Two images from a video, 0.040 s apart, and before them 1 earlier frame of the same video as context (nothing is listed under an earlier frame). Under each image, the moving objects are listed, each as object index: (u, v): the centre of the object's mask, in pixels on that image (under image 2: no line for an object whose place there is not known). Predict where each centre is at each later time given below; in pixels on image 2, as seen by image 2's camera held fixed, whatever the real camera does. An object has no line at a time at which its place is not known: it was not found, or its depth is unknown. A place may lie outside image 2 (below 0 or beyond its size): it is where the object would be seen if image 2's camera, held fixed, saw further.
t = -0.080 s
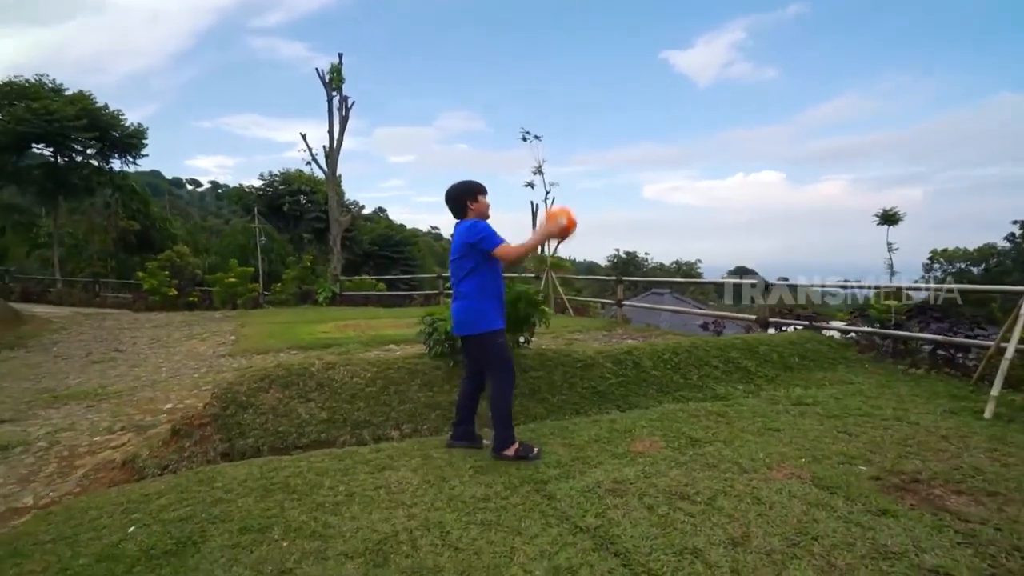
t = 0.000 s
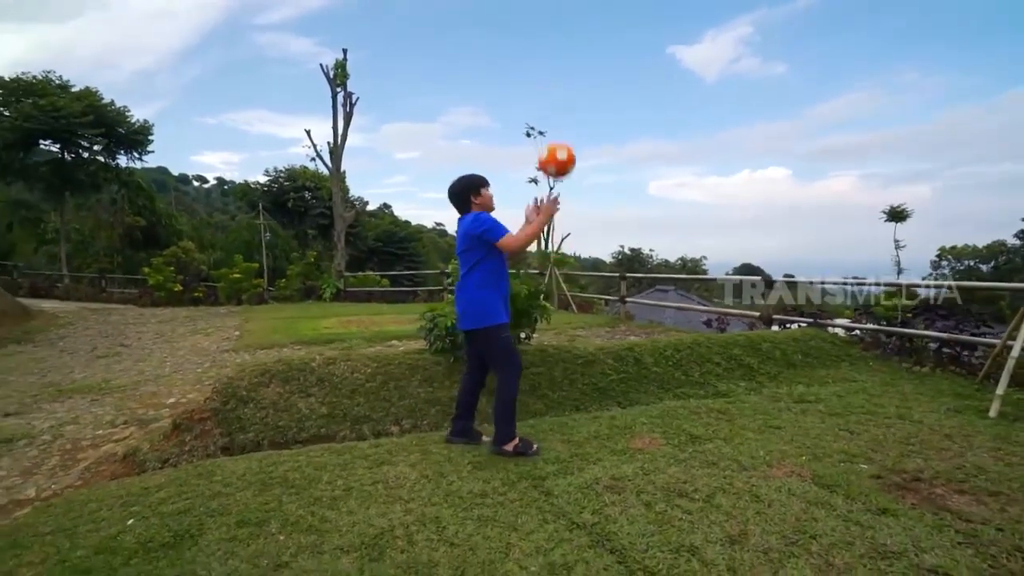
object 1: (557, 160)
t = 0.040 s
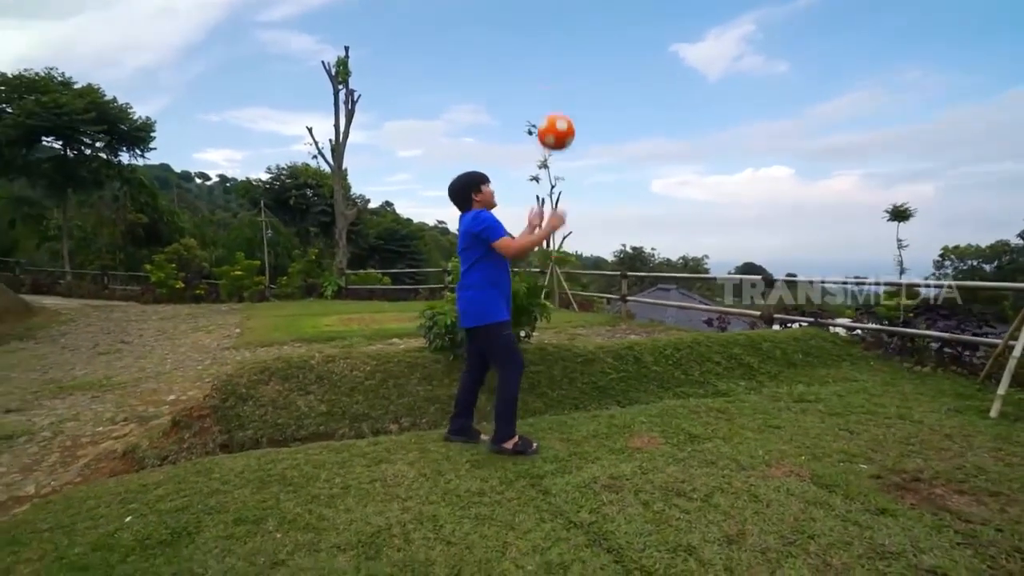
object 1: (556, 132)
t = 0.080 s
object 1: (555, 109)
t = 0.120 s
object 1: (553, 89)
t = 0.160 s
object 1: (551, 71)
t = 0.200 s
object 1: (549, 56)
